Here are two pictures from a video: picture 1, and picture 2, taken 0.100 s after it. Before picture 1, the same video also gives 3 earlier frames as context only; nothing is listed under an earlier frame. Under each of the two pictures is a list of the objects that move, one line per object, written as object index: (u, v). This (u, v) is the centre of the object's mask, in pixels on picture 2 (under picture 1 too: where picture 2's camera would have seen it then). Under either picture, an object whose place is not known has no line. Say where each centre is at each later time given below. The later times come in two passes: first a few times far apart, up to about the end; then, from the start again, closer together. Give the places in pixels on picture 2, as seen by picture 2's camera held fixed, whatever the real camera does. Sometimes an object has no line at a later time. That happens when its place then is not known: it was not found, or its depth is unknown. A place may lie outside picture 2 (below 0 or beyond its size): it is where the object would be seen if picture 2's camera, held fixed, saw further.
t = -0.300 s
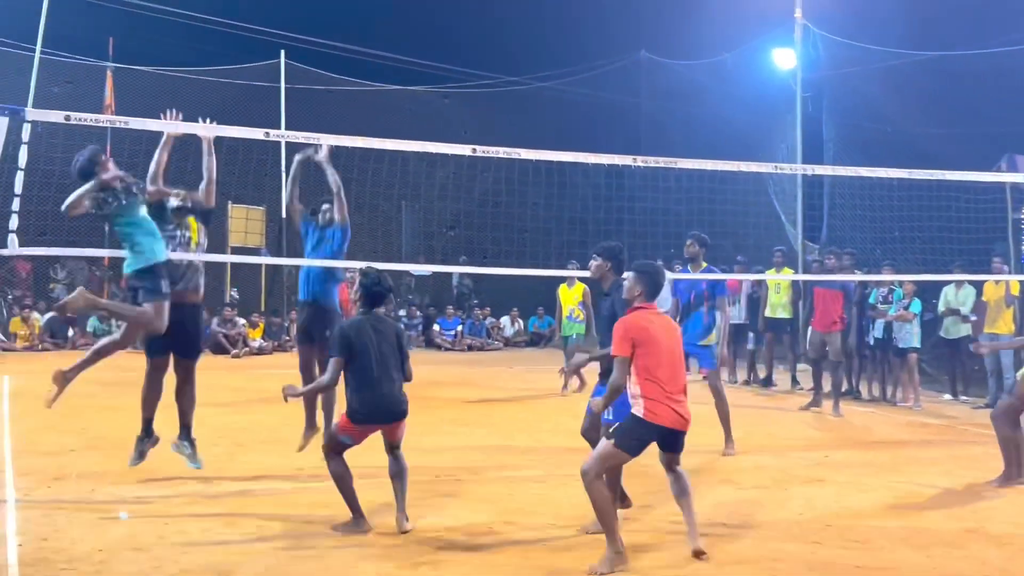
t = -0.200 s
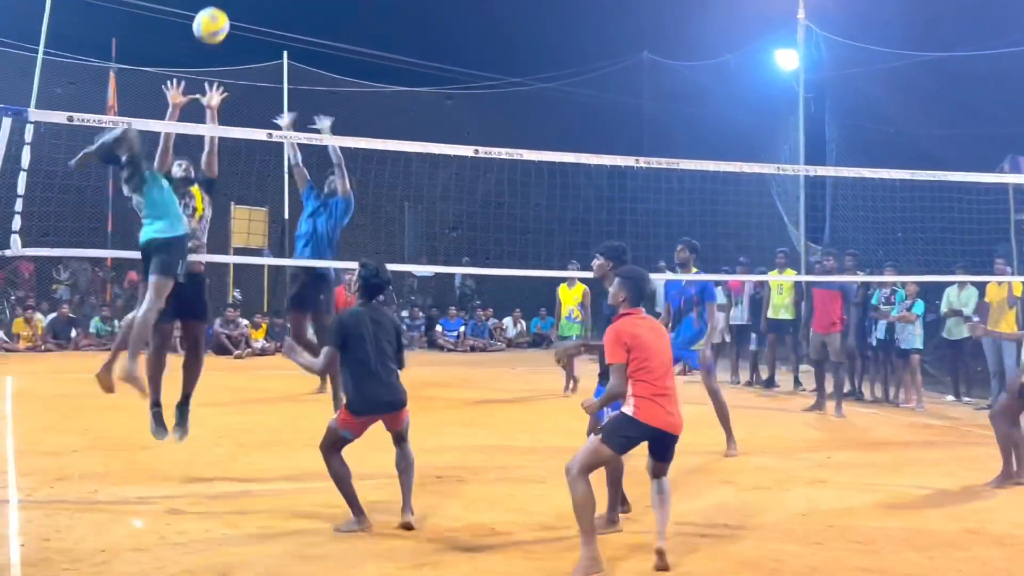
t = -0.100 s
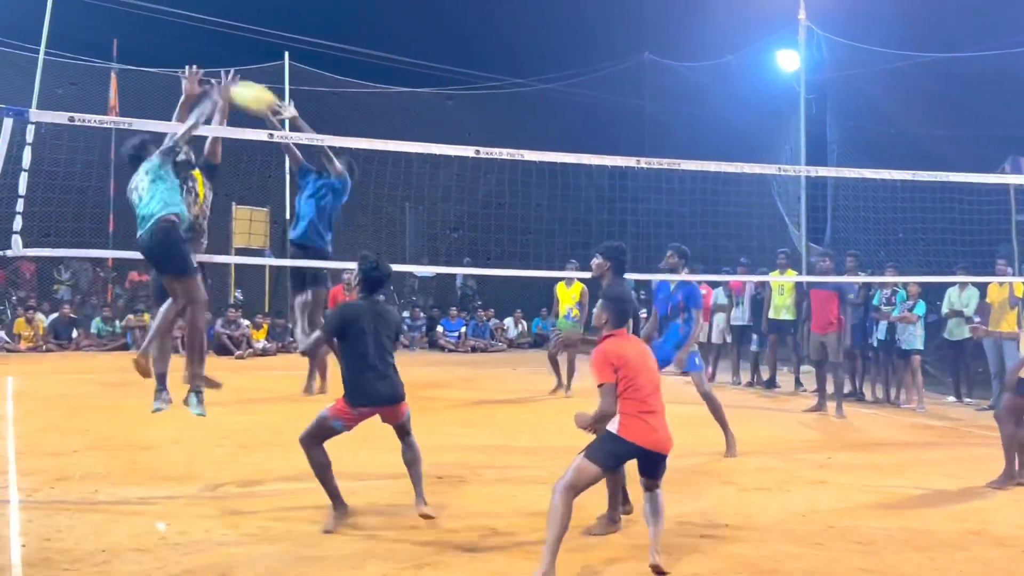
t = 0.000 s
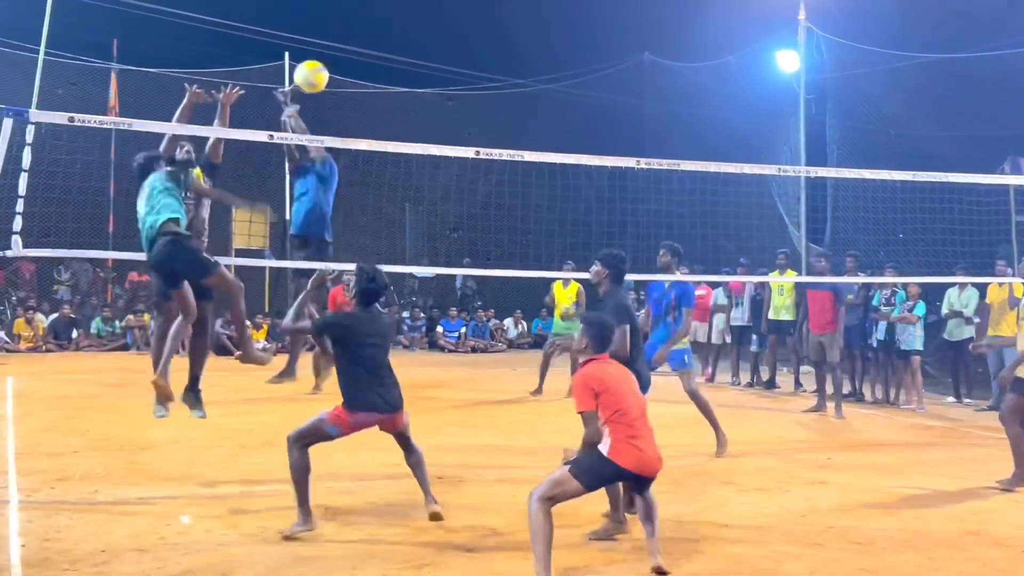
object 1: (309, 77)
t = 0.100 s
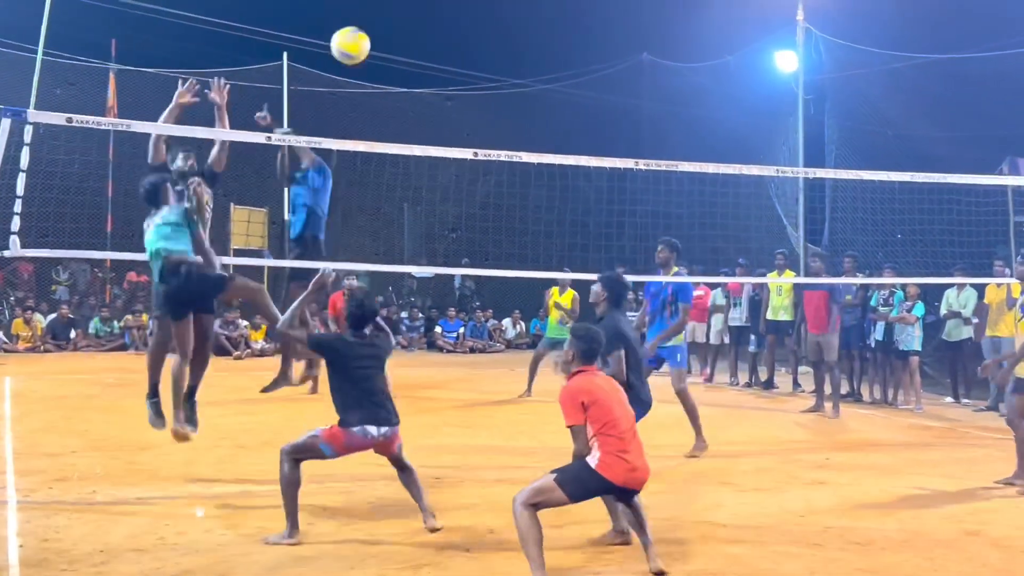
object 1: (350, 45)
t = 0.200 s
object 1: (405, 27)
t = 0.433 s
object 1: (646, 76)
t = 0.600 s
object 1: (1016, 295)
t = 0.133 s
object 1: (366, 38)
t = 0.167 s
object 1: (386, 31)
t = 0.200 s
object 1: (405, 27)
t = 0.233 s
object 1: (429, 24)
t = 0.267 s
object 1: (455, 25)
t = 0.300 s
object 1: (484, 27)
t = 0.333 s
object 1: (518, 33)
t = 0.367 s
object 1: (555, 43)
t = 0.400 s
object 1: (597, 57)
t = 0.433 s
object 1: (646, 76)
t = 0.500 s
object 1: (765, 132)
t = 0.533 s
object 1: (842, 179)
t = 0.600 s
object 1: (1016, 295)
